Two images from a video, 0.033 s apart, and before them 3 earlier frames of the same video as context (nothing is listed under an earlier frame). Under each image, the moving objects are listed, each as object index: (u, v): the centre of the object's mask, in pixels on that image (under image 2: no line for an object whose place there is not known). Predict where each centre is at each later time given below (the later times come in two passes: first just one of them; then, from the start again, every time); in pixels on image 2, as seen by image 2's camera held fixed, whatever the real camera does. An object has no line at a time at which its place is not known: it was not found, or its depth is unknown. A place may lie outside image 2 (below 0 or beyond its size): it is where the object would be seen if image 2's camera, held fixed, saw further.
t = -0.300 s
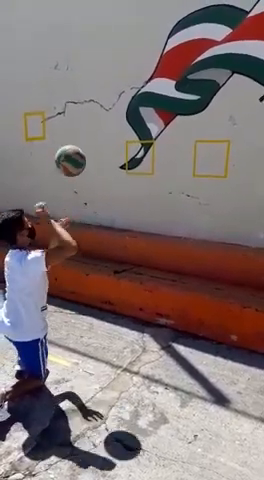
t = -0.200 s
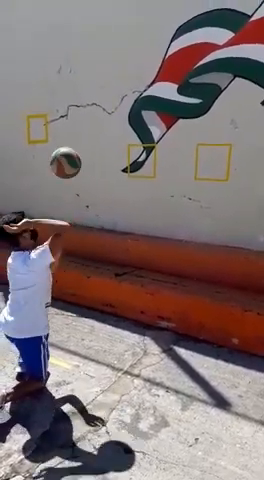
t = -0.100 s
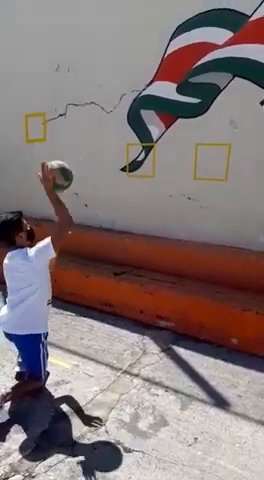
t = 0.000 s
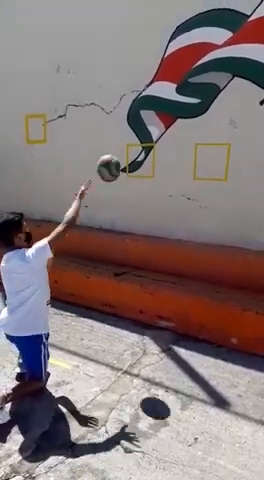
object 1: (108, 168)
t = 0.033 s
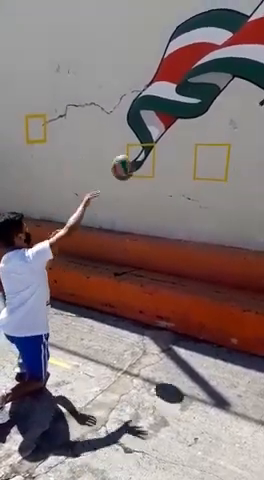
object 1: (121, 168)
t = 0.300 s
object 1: (176, 188)
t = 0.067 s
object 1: (135, 168)
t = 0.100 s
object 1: (147, 170)
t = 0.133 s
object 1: (157, 171)
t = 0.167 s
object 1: (166, 175)
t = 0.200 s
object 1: (175, 179)
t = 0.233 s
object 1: (182, 183)
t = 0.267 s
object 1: (181, 185)
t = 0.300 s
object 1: (176, 188)
